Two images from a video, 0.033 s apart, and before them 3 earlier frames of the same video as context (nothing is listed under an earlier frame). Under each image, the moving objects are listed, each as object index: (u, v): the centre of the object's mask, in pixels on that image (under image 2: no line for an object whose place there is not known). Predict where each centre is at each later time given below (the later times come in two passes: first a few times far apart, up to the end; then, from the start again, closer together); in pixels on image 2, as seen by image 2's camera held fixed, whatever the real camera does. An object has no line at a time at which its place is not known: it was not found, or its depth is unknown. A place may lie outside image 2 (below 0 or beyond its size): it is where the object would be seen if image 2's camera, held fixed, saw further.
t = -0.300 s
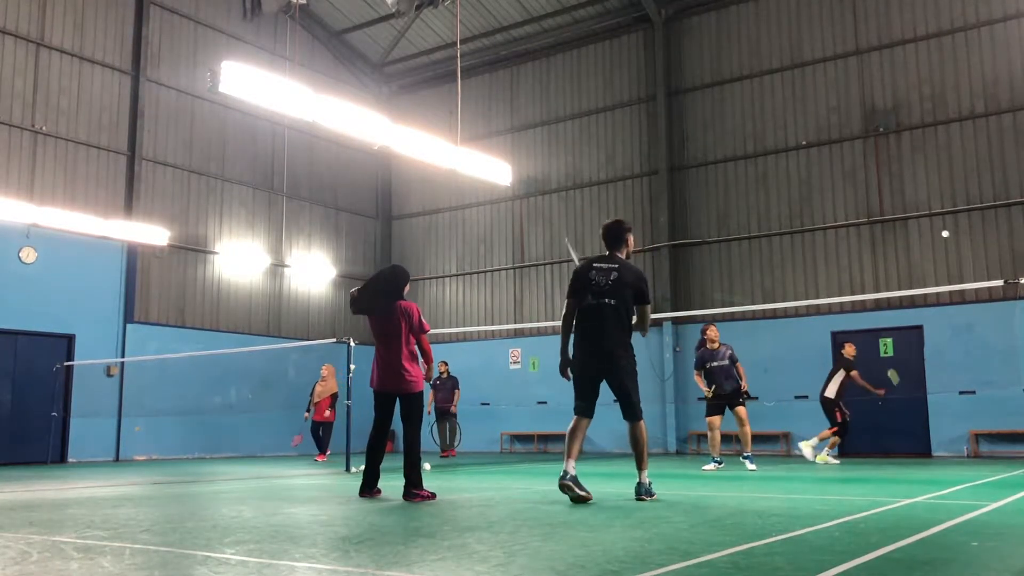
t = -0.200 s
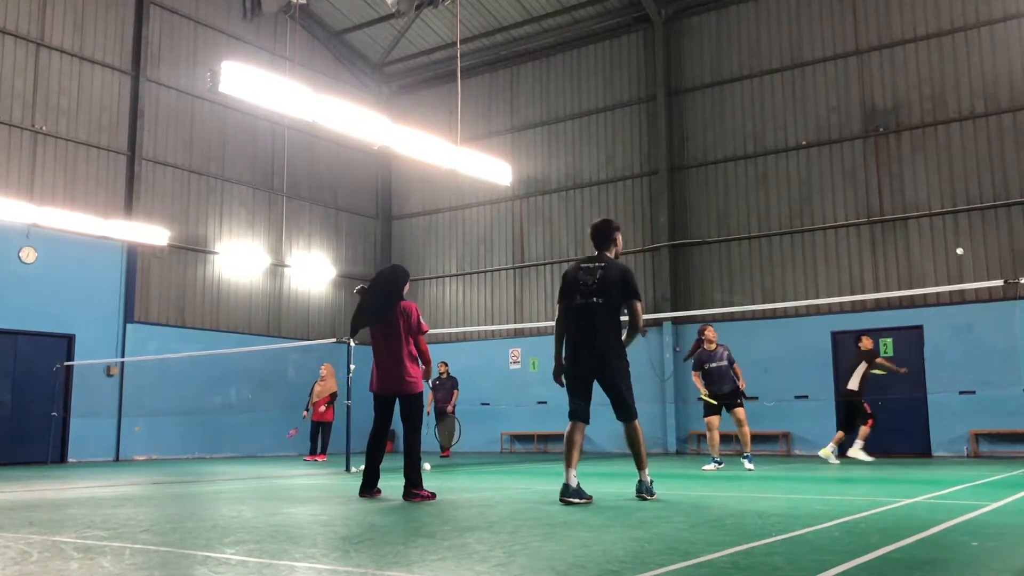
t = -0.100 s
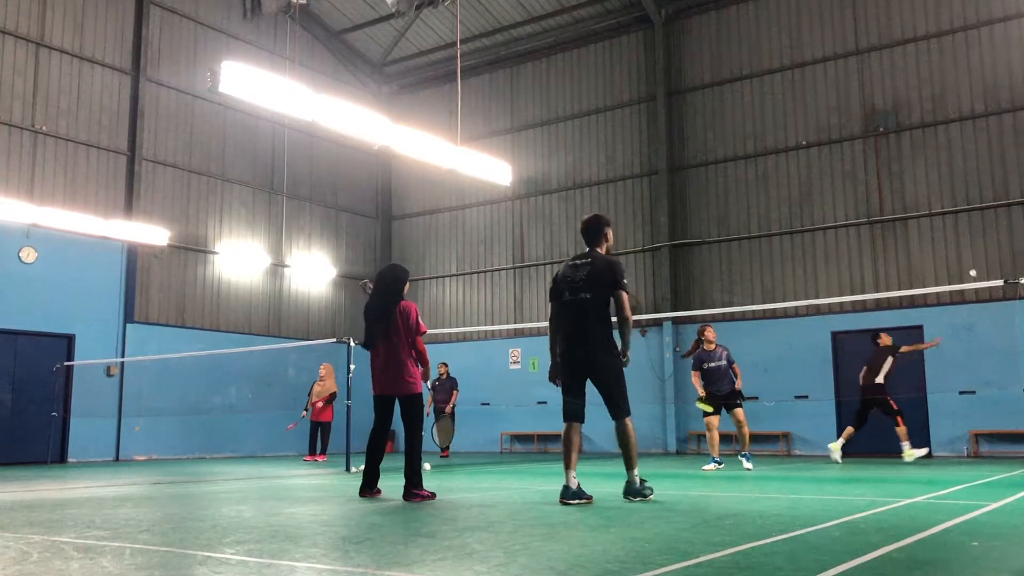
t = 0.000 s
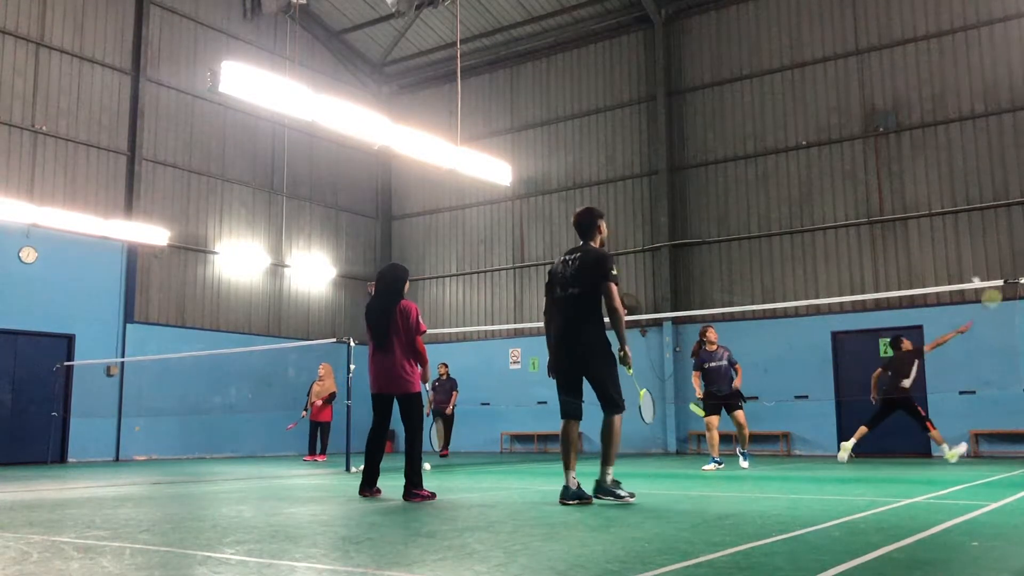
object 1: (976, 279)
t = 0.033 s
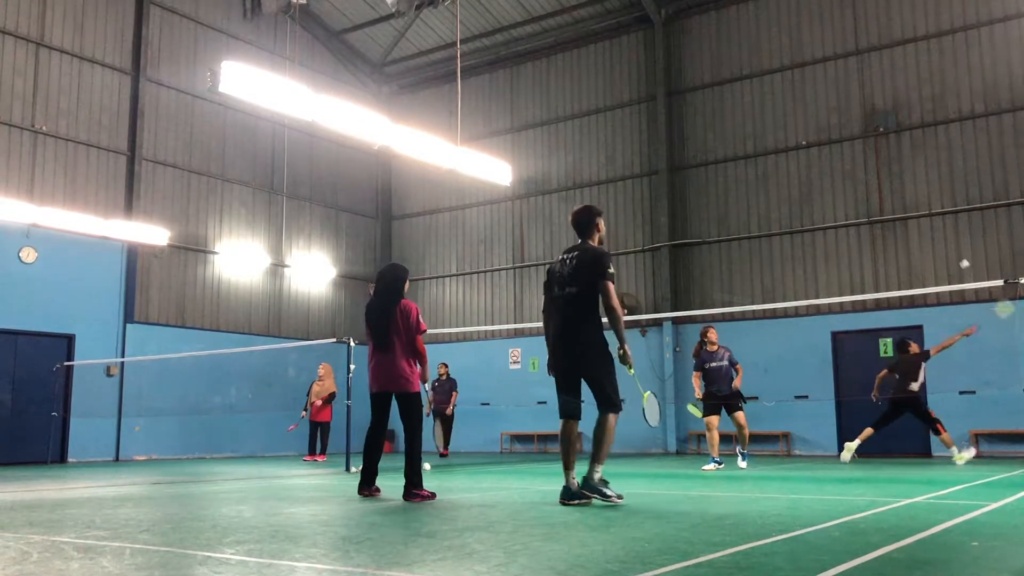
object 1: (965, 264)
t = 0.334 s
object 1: (902, 179)
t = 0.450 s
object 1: (884, 169)
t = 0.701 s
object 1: (847, 197)
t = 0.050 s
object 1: (959, 259)
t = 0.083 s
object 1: (948, 246)
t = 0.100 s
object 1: (944, 239)
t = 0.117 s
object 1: (942, 233)
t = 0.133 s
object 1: (939, 225)
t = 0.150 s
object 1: (936, 219)
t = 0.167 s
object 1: (933, 213)
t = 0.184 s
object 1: (930, 209)
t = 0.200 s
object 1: (926, 205)
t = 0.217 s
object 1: (923, 201)
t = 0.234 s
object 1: (920, 198)
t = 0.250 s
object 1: (917, 194)
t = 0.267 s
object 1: (914, 191)
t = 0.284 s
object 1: (911, 187)
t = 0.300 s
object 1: (908, 184)
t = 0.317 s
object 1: (905, 182)
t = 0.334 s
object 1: (902, 179)
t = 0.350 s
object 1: (900, 177)
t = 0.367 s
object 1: (897, 175)
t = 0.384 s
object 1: (895, 173)
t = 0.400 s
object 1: (892, 172)
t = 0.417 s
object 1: (889, 171)
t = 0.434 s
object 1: (887, 170)
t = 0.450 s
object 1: (884, 169)
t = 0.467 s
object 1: (881, 169)
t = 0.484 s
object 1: (879, 169)
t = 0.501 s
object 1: (876, 170)
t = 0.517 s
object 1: (873, 170)
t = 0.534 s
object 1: (871, 171)
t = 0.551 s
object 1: (869, 172)
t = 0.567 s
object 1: (866, 174)
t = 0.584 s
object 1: (864, 176)
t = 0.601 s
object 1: (861, 178)
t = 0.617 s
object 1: (859, 180)
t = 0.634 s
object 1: (857, 183)
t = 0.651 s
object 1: (854, 186)
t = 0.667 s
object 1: (852, 189)
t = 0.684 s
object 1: (850, 193)
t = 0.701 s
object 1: (847, 197)
